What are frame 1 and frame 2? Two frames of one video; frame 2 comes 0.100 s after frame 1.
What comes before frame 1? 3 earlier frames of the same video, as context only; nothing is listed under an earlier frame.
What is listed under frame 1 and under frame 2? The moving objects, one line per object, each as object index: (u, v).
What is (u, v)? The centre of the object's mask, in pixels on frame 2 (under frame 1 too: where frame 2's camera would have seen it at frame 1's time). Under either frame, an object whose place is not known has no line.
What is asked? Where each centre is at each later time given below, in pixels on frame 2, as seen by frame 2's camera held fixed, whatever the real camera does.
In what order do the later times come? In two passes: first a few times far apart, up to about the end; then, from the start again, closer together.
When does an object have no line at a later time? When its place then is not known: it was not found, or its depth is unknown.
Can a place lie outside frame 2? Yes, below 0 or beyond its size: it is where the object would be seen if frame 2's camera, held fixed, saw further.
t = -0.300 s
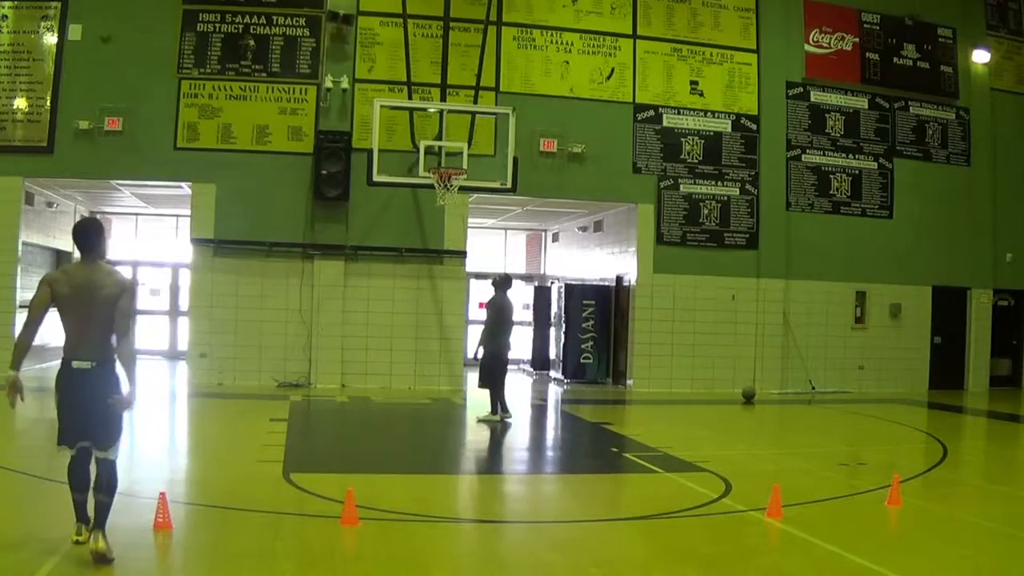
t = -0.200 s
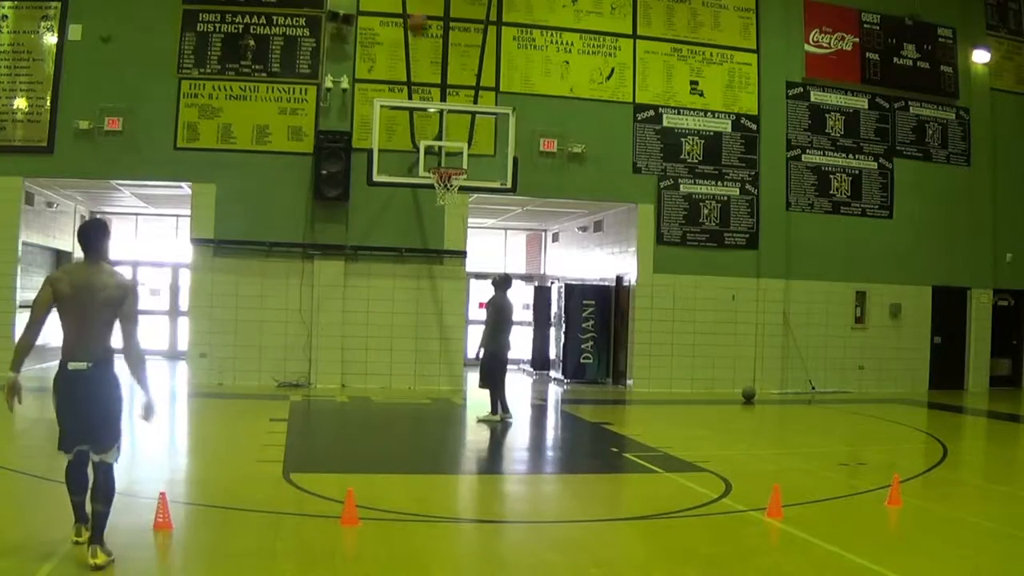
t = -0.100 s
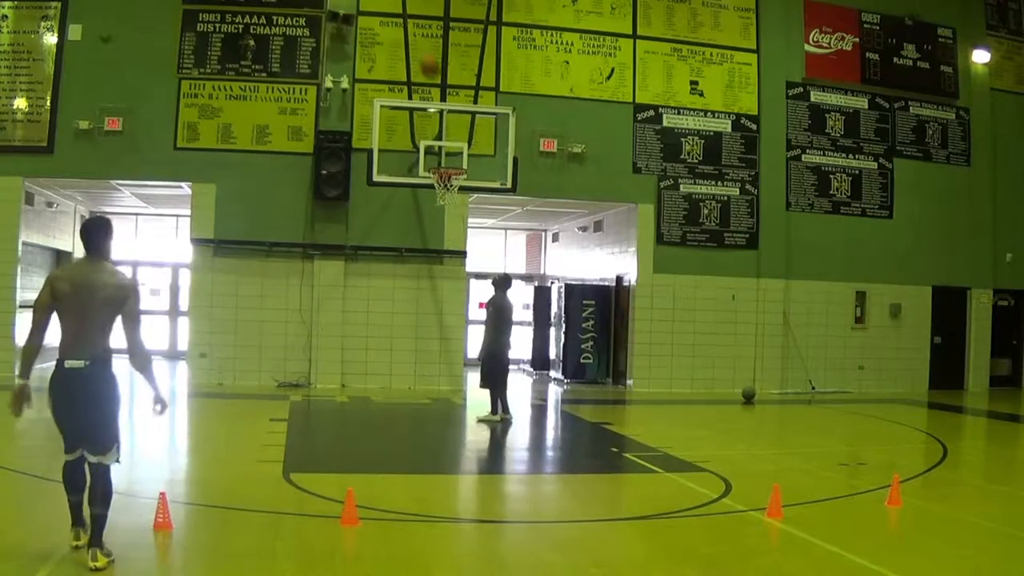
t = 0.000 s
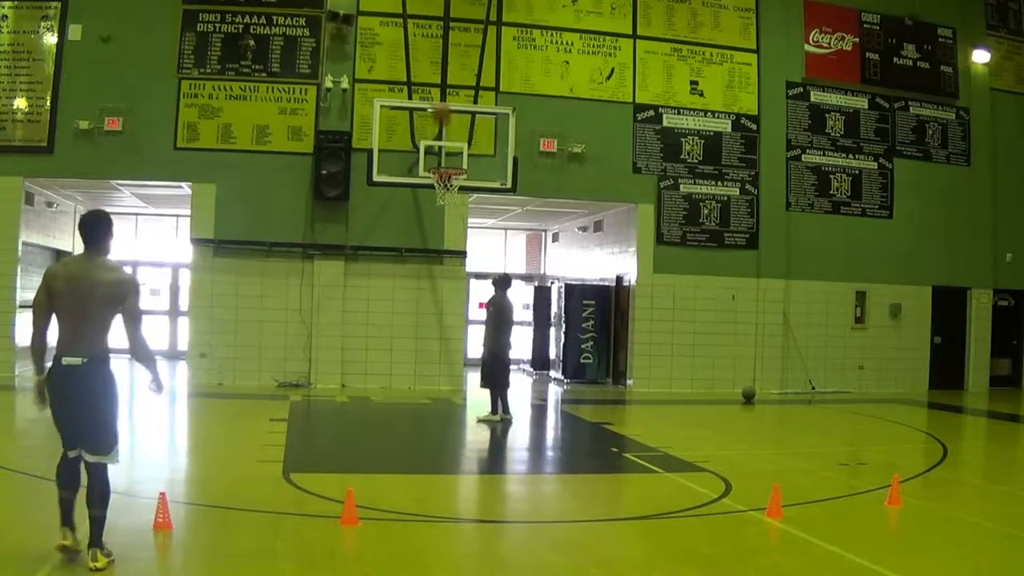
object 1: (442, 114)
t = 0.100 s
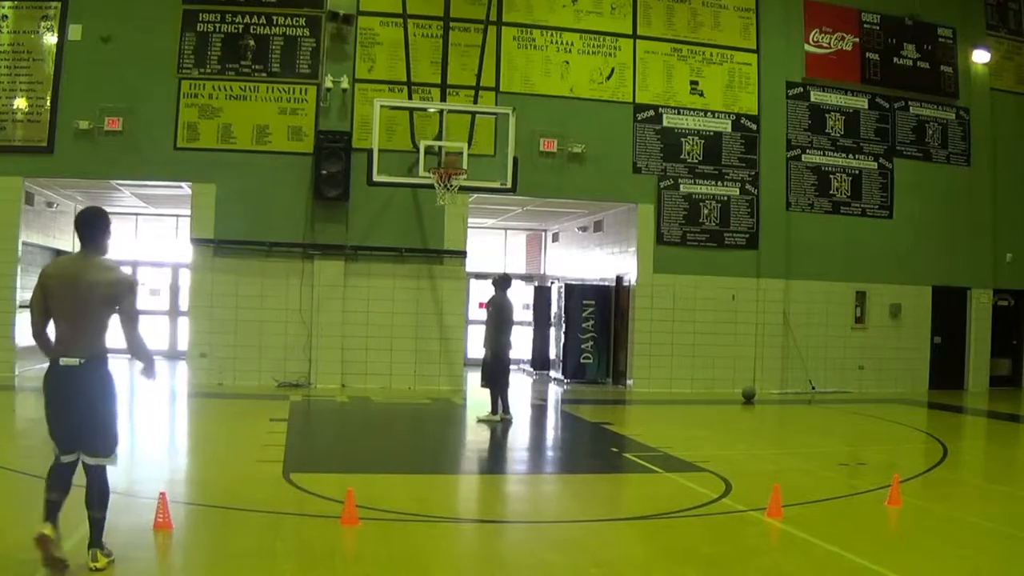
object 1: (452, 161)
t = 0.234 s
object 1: (454, 197)
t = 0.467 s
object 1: (451, 240)
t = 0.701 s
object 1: (446, 323)
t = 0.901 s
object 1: (442, 385)
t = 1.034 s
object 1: (437, 337)
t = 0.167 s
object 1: (455, 192)
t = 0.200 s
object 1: (455, 193)
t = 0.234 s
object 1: (454, 197)
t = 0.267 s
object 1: (454, 201)
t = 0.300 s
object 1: (454, 206)
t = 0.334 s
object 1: (453, 210)
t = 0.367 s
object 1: (453, 217)
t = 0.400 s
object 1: (452, 224)
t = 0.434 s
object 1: (452, 232)
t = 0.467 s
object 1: (451, 240)
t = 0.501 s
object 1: (451, 249)
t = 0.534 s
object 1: (449, 262)
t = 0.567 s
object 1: (449, 273)
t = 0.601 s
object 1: (448, 283)
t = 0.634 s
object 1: (448, 297)
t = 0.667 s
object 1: (447, 308)
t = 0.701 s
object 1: (446, 323)
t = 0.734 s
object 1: (447, 336)
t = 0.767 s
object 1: (446, 353)
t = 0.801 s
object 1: (445, 370)
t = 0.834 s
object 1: (445, 384)
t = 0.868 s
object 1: (444, 398)
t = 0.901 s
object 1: (442, 385)
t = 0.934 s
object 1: (441, 371)
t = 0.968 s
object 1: (440, 360)
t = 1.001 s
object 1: (439, 349)
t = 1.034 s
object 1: (437, 337)
